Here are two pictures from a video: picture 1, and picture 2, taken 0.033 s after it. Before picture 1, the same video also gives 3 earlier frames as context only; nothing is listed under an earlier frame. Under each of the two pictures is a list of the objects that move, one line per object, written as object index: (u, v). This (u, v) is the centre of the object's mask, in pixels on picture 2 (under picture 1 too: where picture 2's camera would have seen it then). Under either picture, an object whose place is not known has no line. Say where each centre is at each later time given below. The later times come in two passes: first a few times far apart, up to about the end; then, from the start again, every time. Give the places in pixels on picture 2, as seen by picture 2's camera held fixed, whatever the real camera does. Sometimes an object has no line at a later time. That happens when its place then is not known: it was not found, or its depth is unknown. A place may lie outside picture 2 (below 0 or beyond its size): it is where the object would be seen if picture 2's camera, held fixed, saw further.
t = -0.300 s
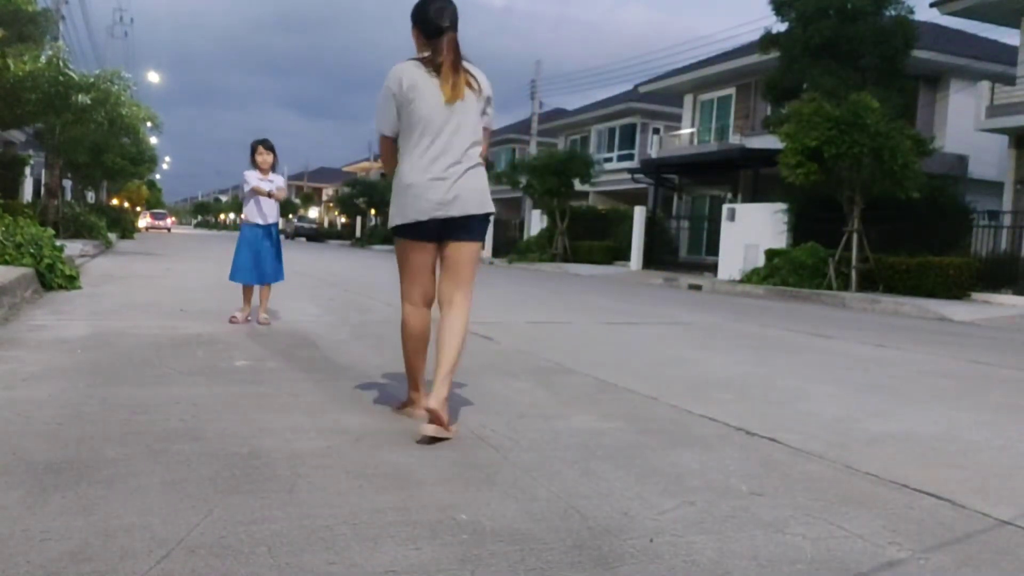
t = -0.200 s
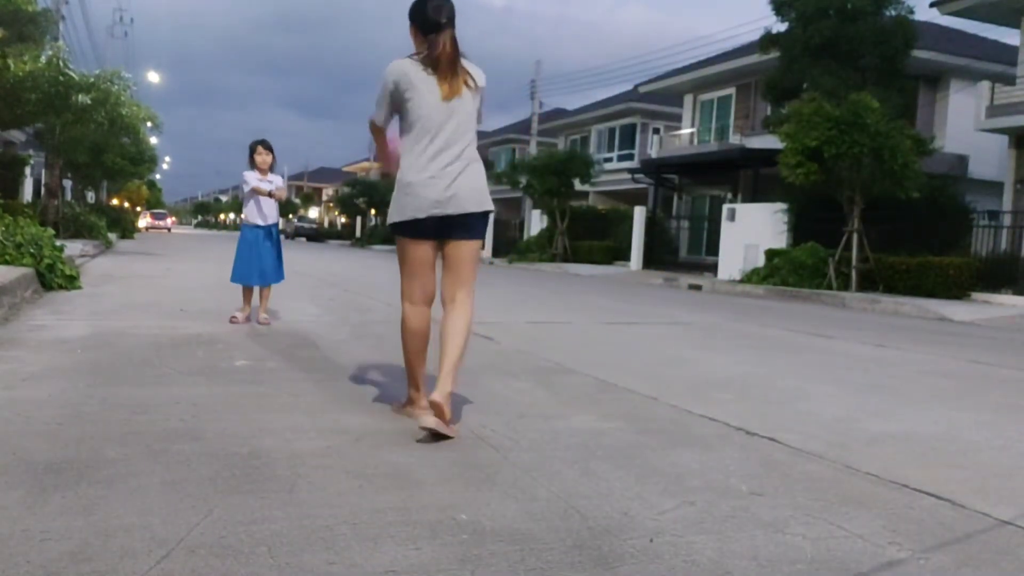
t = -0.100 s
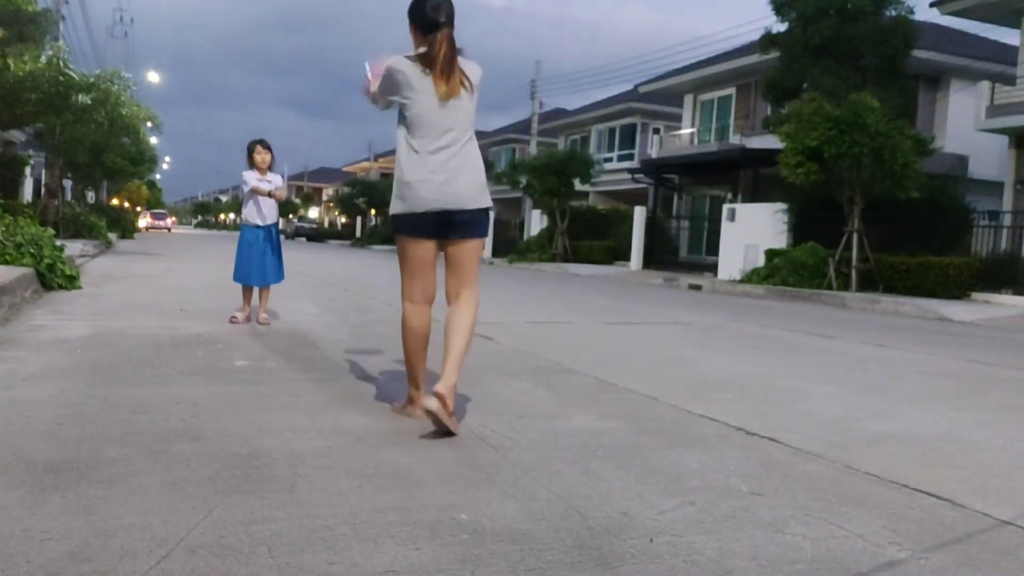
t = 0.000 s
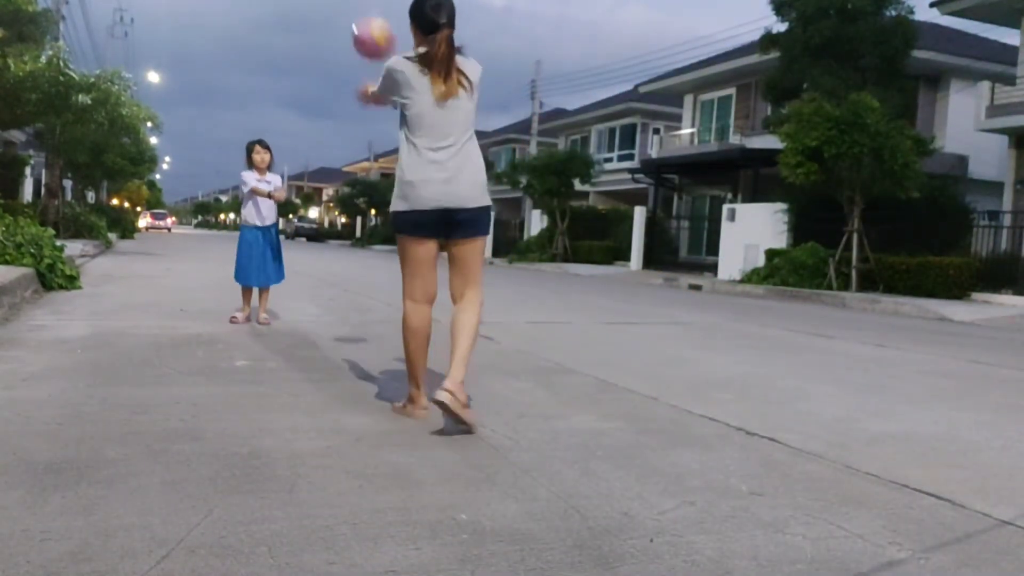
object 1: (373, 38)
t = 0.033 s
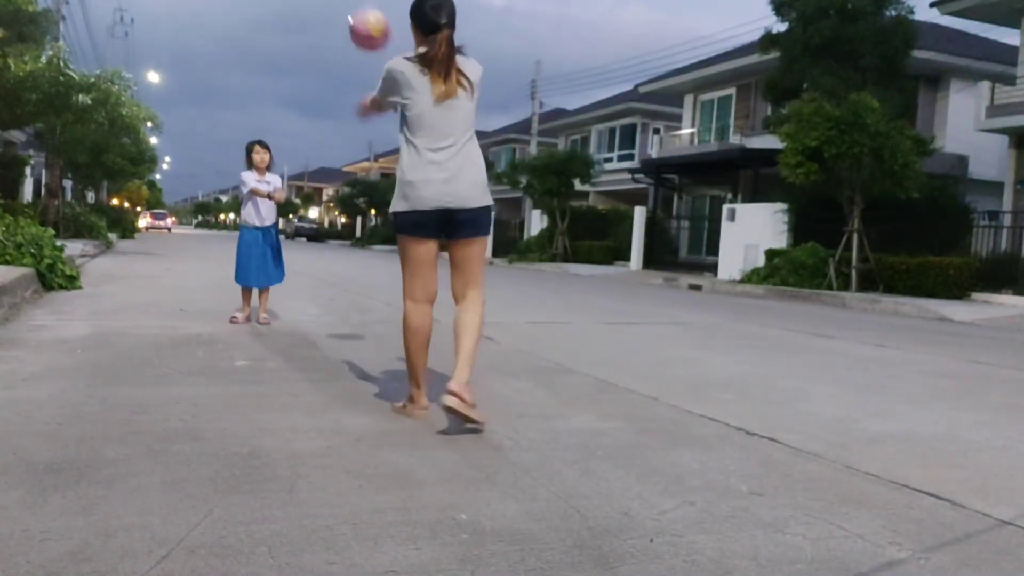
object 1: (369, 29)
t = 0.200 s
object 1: (348, 17)
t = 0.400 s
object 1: (324, 64)
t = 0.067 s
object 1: (365, 21)
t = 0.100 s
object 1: (360, 18)
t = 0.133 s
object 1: (356, 16)
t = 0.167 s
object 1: (352, 16)
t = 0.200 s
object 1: (348, 17)
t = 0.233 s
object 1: (344, 21)
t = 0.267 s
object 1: (340, 27)
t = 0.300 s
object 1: (336, 34)
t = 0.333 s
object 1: (332, 43)
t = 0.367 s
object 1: (328, 53)
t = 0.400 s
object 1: (324, 64)
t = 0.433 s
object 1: (319, 79)
